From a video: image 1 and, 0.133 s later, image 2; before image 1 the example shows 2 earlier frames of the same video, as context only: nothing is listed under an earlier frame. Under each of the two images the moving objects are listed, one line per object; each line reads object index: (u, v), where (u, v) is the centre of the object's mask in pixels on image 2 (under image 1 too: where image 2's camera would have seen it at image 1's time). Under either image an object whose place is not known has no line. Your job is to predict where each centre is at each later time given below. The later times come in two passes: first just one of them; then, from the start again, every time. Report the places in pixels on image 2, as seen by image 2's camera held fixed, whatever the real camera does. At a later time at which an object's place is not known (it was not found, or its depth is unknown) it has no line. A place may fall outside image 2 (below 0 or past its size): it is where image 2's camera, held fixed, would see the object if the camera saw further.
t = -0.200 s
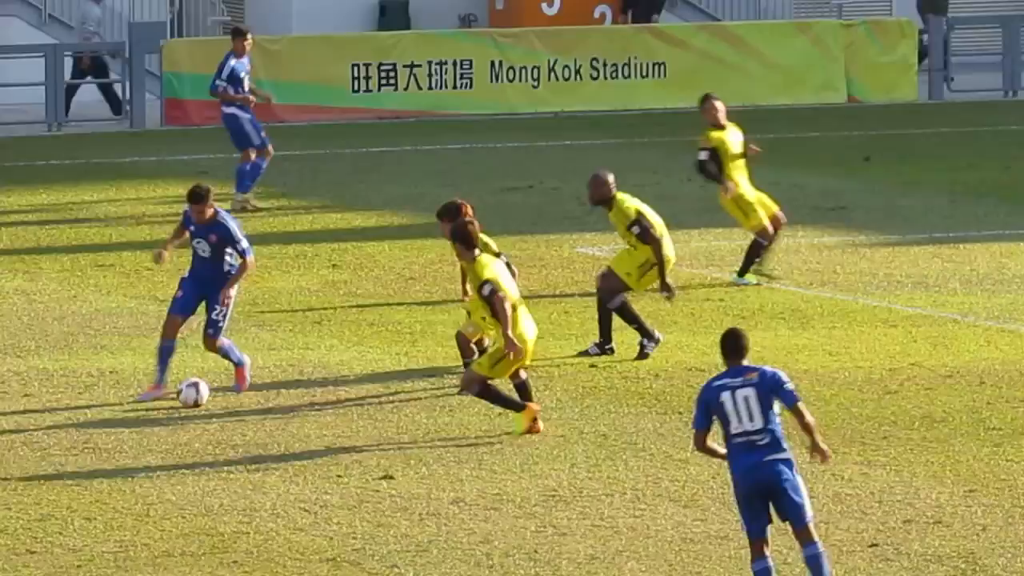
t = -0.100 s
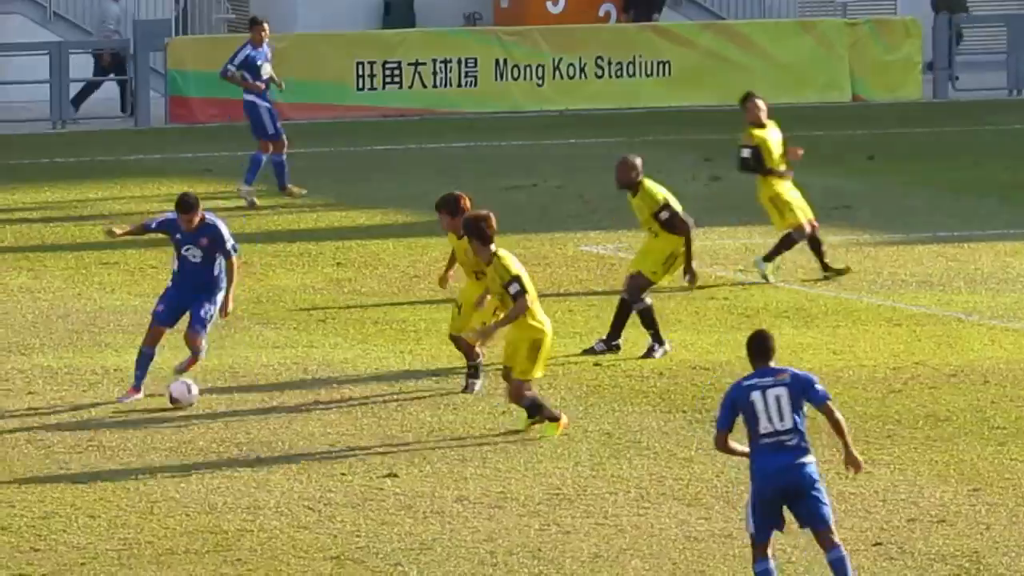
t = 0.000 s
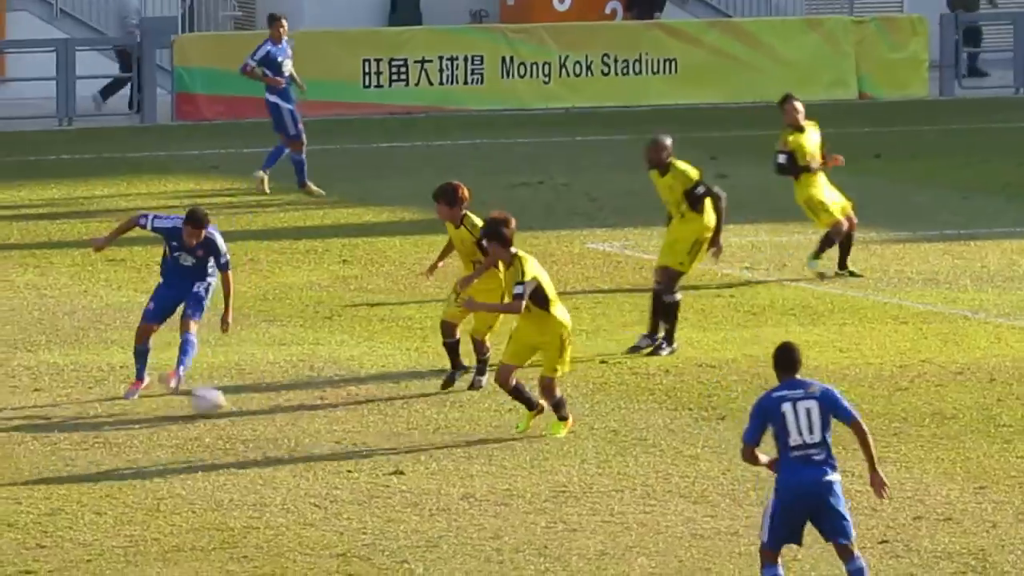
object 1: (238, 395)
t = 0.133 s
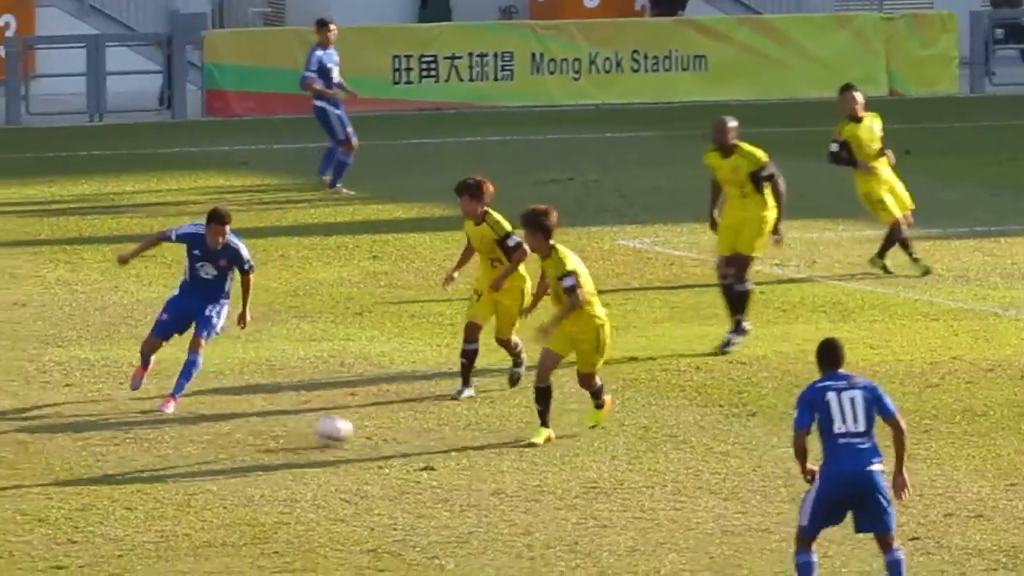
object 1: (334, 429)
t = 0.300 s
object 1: (460, 469)
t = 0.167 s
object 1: (358, 435)
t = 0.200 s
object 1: (383, 443)
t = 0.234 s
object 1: (410, 453)
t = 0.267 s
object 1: (435, 462)
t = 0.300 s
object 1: (460, 469)
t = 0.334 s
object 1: (485, 476)
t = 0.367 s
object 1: (512, 482)
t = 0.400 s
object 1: (538, 492)
